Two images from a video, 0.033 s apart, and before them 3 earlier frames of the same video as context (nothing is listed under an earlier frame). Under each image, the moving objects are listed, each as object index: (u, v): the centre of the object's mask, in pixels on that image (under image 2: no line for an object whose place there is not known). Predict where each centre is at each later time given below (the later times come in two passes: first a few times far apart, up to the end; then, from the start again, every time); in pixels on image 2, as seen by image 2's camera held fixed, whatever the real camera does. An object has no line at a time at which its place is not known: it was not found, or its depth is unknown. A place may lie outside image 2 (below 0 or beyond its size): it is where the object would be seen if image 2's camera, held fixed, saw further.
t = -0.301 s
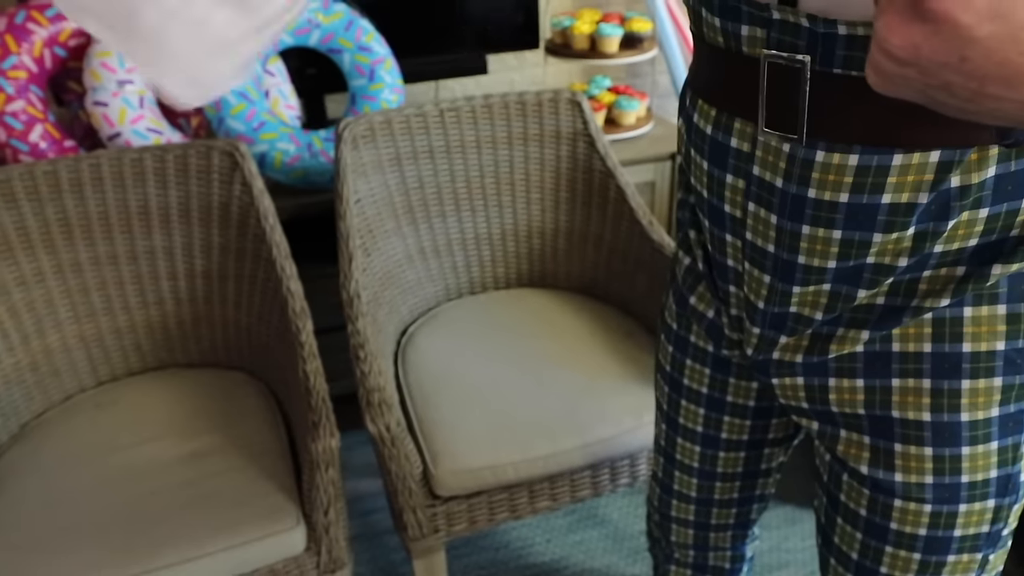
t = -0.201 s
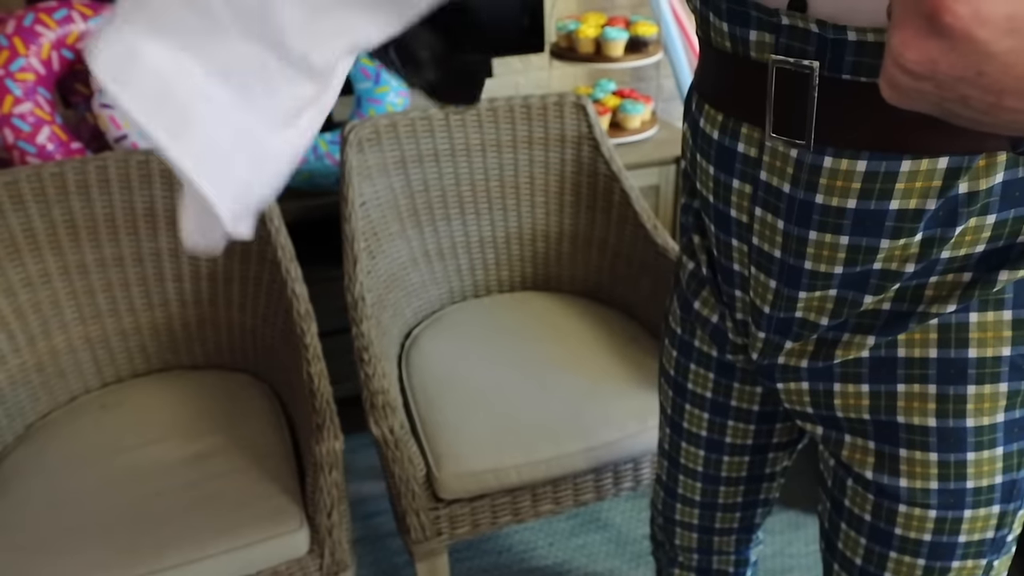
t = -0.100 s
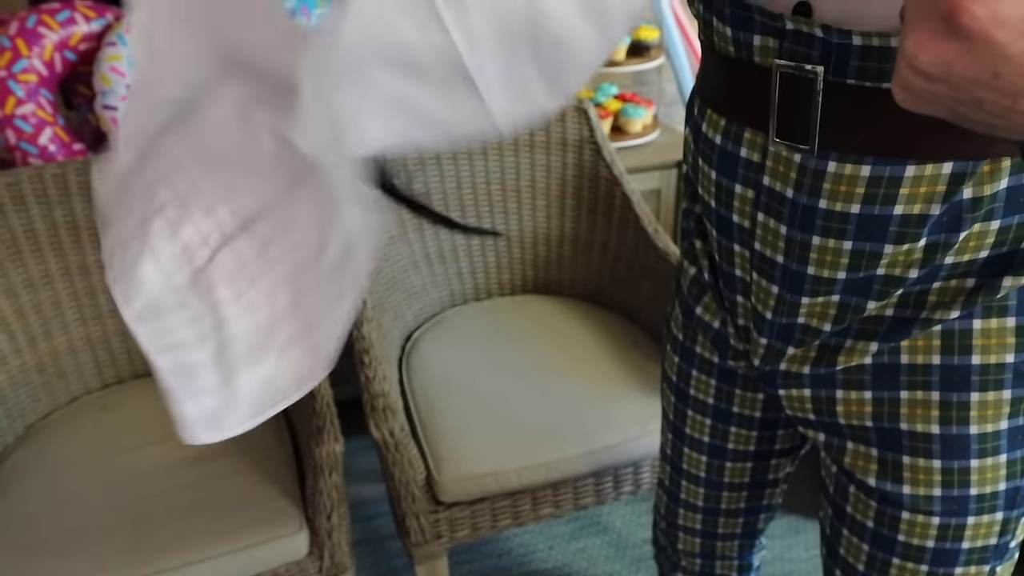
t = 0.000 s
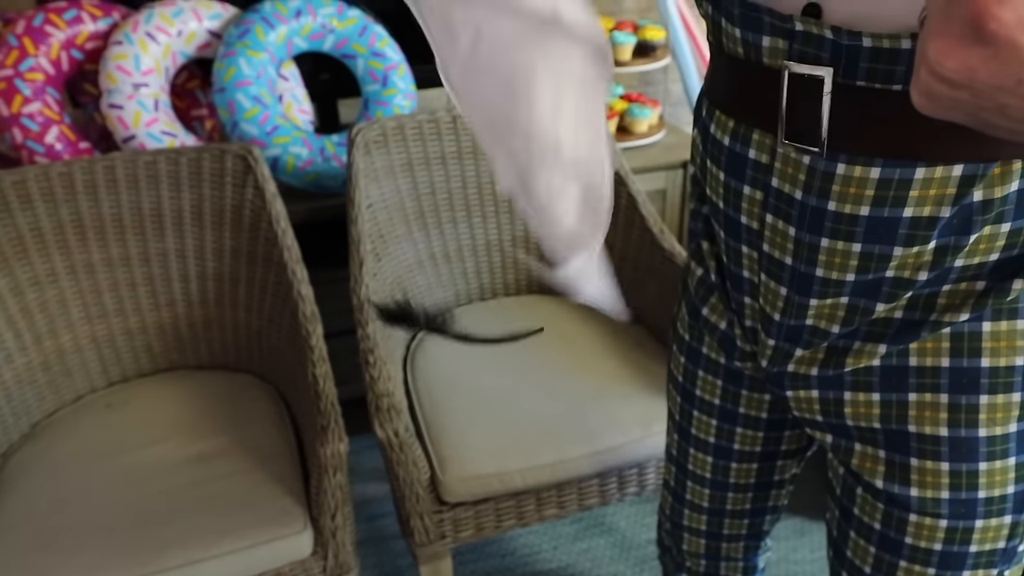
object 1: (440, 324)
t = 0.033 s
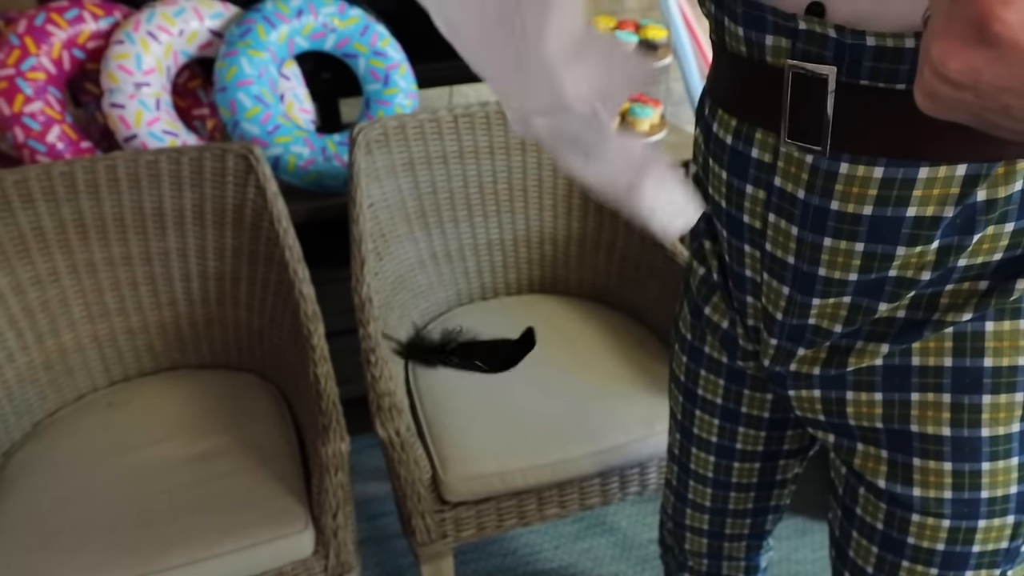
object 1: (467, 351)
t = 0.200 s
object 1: (448, 433)
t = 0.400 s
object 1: (390, 508)
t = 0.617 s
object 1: (382, 571)
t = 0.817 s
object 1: (361, 618)
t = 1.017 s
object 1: (322, 657)
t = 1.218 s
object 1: (310, 683)
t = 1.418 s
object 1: (318, 720)
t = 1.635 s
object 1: (317, 720)
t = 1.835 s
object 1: (317, 720)
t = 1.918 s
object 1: (317, 720)
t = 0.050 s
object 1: (468, 357)
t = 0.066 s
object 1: (465, 363)
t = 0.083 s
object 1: (465, 370)
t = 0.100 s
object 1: (466, 377)
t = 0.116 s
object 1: (467, 384)
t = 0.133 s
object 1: (468, 393)
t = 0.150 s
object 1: (466, 403)
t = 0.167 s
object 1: (462, 412)
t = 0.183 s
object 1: (457, 423)
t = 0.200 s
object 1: (448, 433)
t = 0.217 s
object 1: (441, 443)
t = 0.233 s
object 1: (435, 453)
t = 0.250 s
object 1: (430, 462)
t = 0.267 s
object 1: (425, 470)
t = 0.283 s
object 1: (420, 476)
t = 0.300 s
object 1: (415, 482)
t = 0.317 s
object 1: (409, 486)
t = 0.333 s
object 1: (405, 490)
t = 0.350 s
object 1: (401, 495)
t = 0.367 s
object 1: (398, 499)
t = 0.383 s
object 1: (393, 503)
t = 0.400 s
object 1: (390, 508)
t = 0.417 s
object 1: (387, 513)
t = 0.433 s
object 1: (385, 518)
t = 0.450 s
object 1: (382, 523)
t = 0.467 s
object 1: (380, 528)
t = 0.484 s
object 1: (380, 534)
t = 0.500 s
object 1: (380, 540)
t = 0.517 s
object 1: (380, 545)
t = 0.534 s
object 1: (379, 550)
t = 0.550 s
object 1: (381, 555)
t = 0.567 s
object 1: (381, 560)
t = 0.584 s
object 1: (382, 564)
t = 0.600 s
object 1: (383, 568)
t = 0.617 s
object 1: (382, 571)
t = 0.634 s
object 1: (383, 575)
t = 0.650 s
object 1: (381, 578)
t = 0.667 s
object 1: (383, 582)
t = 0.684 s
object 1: (380, 585)
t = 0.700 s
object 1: (378, 589)
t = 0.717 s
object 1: (379, 592)
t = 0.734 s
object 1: (376, 596)
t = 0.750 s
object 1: (372, 601)
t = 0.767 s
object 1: (370, 605)
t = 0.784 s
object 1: (367, 609)
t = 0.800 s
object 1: (364, 614)
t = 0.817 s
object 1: (361, 618)
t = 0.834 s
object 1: (357, 622)
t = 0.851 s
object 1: (354, 627)
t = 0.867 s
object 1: (352, 631)
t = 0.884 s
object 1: (350, 636)
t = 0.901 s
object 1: (347, 640)
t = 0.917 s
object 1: (343, 643)
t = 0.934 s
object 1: (340, 647)
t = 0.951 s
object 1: (337, 649)
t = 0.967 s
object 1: (333, 652)
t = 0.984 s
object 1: (330, 655)
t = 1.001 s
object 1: (326, 656)
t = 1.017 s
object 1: (322, 657)
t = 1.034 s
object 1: (319, 658)
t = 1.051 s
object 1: (315, 659)
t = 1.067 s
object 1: (313, 661)
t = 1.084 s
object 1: (311, 663)
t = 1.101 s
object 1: (309, 664)
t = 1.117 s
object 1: (308, 666)
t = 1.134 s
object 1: (307, 668)
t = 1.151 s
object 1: (307, 670)
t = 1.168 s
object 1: (307, 672)
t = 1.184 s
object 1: (308, 677)
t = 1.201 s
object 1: (309, 679)
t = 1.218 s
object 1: (310, 683)
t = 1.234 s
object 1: (312, 688)
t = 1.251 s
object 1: (313, 691)
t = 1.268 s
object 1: (314, 696)
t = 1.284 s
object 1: (316, 701)
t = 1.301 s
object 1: (318, 708)
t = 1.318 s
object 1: (321, 713)
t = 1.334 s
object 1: (322, 718)
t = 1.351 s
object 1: (322, 720)
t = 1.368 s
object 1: (322, 722)
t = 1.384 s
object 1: (319, 721)
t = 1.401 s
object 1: (318, 720)
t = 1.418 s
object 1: (318, 720)
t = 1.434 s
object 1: (318, 720)
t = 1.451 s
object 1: (318, 720)
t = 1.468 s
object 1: (318, 721)
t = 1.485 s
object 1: (318, 721)
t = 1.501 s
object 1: (318, 721)
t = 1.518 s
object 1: (318, 721)
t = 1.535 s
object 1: (318, 720)
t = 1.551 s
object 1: (319, 721)
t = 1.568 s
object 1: (318, 720)
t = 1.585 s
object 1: (318, 720)
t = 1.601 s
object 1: (318, 720)
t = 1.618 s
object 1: (318, 720)
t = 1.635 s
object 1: (317, 720)
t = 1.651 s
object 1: (318, 720)
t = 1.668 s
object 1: (318, 720)
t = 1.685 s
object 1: (318, 720)
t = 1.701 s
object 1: (318, 720)
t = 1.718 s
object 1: (318, 720)
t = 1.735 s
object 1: (318, 720)
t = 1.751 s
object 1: (317, 720)
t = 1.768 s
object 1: (317, 720)
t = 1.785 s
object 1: (318, 720)
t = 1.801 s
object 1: (317, 720)
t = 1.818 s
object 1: (317, 720)
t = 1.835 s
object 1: (317, 720)
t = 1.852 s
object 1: (317, 720)
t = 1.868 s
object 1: (317, 720)
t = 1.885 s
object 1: (317, 720)
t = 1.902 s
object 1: (317, 720)
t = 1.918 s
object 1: (317, 720)
